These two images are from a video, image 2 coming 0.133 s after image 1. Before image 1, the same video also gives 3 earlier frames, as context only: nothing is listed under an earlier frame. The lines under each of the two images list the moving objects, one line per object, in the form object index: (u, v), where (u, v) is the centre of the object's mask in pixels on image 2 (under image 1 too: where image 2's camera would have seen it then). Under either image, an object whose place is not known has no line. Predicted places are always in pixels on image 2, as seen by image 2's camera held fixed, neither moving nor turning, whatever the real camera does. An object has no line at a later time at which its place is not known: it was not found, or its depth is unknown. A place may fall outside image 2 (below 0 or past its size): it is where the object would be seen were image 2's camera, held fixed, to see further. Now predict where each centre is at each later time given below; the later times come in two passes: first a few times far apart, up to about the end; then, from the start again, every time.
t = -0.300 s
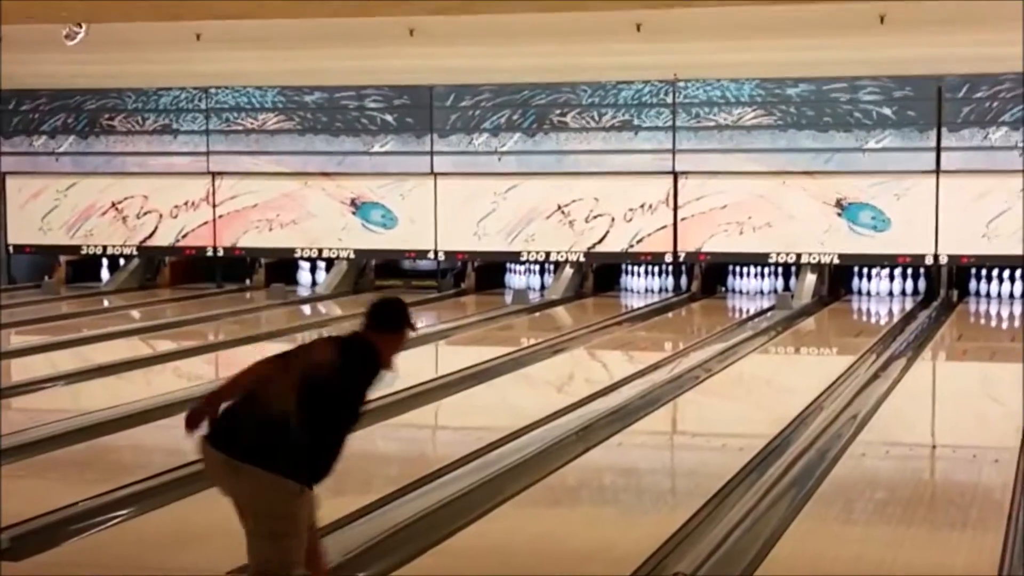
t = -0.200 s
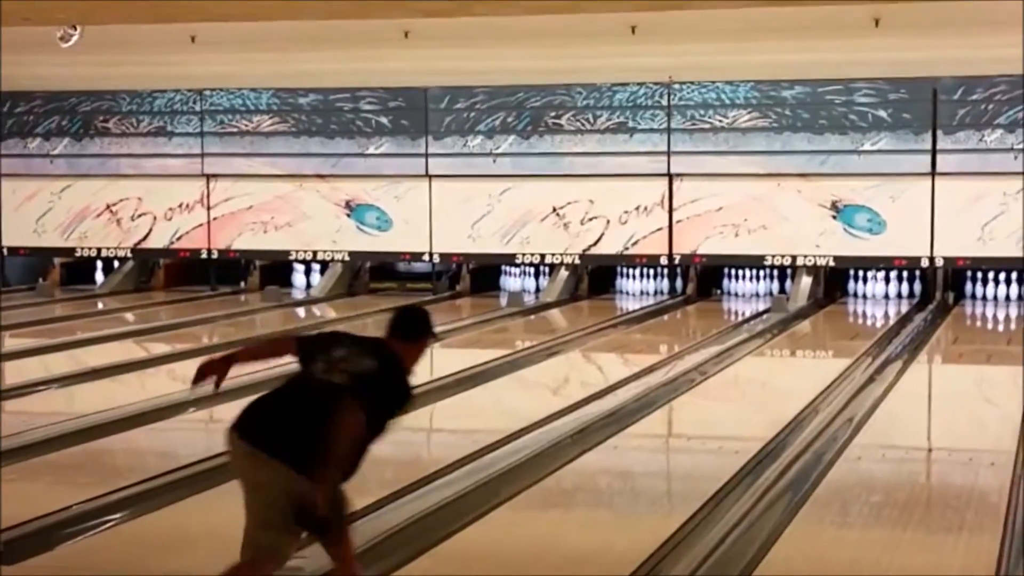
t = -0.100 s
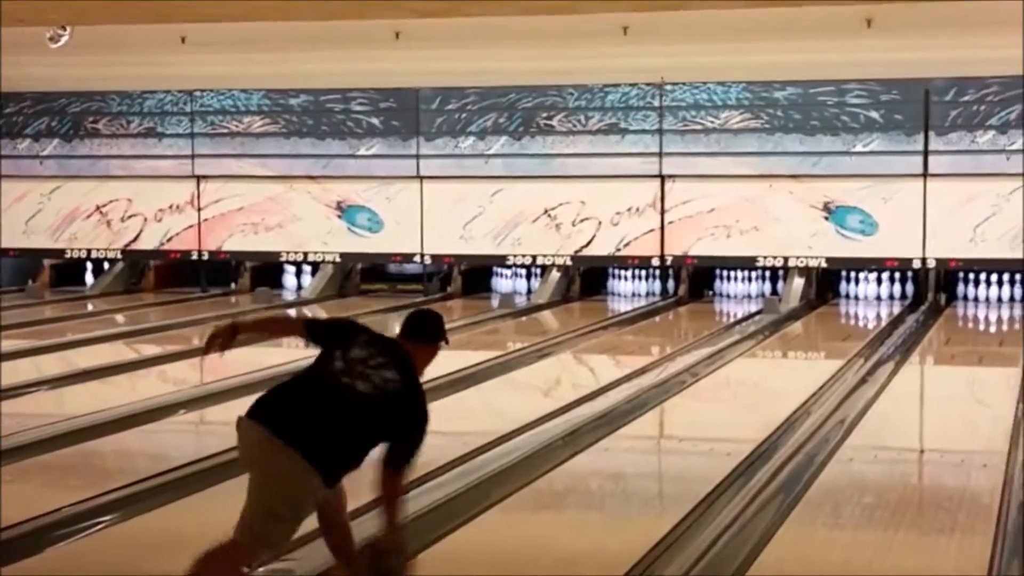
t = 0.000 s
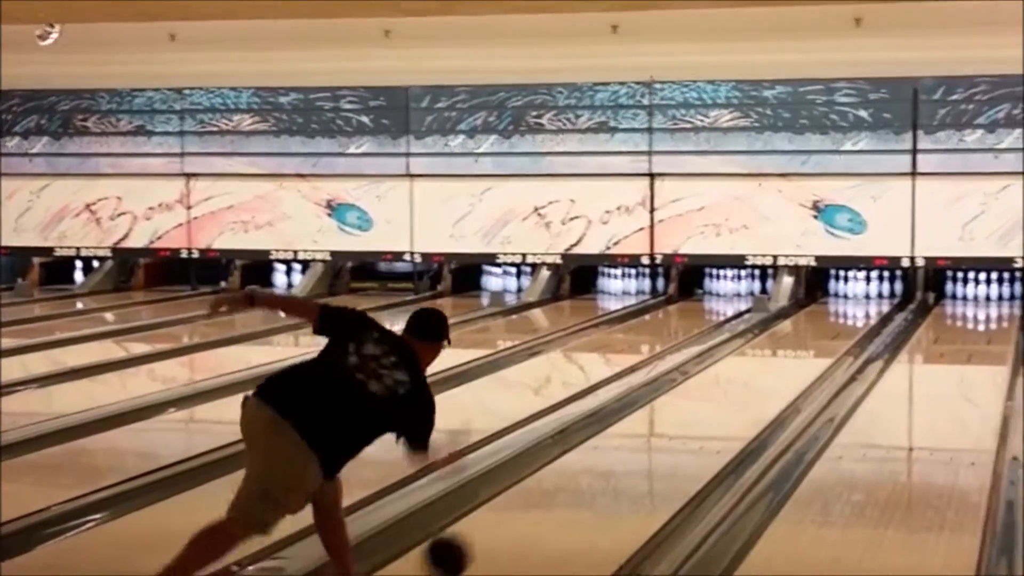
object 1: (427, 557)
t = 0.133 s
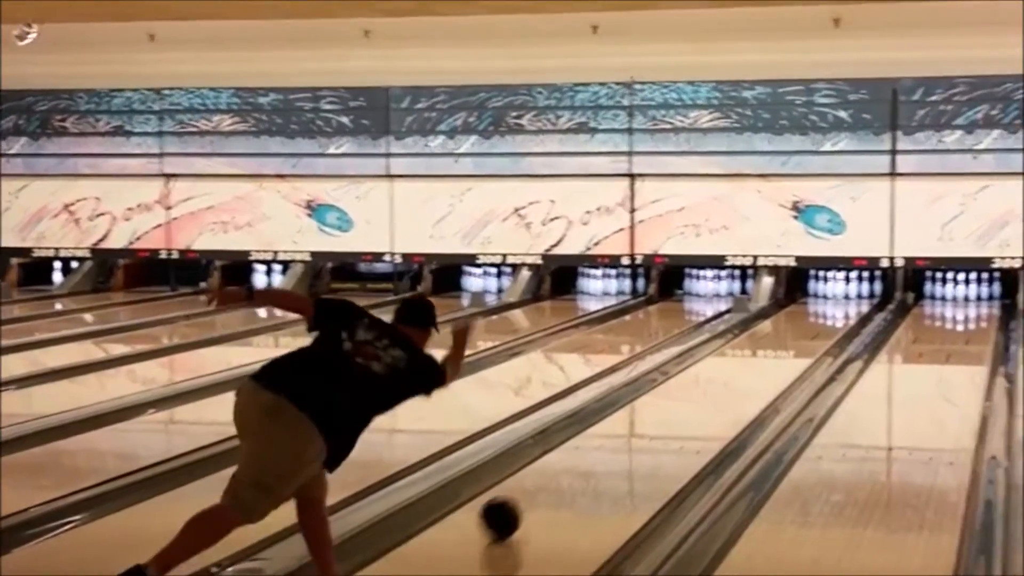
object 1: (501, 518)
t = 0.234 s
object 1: (546, 492)
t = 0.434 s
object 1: (618, 450)
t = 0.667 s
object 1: (683, 414)
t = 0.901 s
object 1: (732, 386)
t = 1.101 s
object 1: (765, 366)
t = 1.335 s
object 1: (796, 348)
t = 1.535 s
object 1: (818, 335)
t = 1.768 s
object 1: (835, 321)
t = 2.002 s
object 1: (846, 311)
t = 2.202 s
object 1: (847, 303)
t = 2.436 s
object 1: (847, 295)
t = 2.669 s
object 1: (851, 291)
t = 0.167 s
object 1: (517, 509)
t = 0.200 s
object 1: (531, 500)
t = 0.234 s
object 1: (546, 492)
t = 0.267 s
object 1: (559, 484)
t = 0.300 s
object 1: (572, 477)
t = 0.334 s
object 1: (585, 470)
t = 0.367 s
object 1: (596, 463)
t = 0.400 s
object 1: (607, 457)
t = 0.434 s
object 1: (618, 450)
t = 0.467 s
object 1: (629, 444)
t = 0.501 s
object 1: (639, 439)
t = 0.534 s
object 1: (648, 433)
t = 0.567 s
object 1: (657, 428)
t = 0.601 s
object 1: (666, 423)
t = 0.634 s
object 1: (675, 419)
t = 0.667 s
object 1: (683, 414)
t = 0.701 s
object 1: (691, 409)
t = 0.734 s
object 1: (698, 405)
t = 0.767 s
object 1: (705, 401)
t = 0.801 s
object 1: (712, 397)
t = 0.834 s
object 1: (719, 393)
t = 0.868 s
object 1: (725, 389)
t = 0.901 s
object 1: (732, 386)
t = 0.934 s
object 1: (738, 382)
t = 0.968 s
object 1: (744, 379)
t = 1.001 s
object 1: (749, 376)
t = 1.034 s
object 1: (755, 372)
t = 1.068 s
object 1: (760, 369)
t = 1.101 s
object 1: (765, 366)
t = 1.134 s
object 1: (770, 364)
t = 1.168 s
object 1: (775, 361)
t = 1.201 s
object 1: (779, 358)
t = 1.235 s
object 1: (784, 355)
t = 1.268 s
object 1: (788, 353)
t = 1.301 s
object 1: (792, 350)
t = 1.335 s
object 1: (796, 348)
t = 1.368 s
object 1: (800, 346)
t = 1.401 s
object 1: (804, 343)
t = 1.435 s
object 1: (807, 342)
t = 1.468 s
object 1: (811, 339)
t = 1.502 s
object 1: (814, 337)
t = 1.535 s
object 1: (818, 335)
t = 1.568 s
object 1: (820, 333)
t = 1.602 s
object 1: (823, 331)
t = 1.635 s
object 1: (826, 329)
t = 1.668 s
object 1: (829, 327)
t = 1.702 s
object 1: (831, 325)
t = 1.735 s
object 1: (834, 323)
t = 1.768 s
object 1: (835, 321)
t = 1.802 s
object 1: (838, 320)
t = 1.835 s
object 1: (840, 318)
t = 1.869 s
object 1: (841, 317)
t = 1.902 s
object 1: (843, 315)
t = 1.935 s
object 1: (844, 314)
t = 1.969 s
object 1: (845, 312)
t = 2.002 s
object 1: (846, 311)
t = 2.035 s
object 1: (847, 309)
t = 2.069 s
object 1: (847, 308)
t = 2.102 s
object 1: (848, 307)
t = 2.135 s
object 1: (848, 306)
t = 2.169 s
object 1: (848, 304)
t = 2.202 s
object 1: (847, 303)
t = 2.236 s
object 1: (847, 302)
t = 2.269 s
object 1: (847, 301)
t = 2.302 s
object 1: (847, 299)
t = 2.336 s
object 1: (847, 298)
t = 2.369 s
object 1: (847, 297)
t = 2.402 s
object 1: (846, 296)
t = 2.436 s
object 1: (847, 295)
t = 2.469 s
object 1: (847, 294)
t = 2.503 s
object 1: (847, 294)
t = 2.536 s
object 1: (848, 293)
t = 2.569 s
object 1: (849, 292)
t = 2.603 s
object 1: (849, 292)
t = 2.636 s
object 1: (850, 292)
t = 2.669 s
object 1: (851, 291)
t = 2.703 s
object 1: (852, 291)
